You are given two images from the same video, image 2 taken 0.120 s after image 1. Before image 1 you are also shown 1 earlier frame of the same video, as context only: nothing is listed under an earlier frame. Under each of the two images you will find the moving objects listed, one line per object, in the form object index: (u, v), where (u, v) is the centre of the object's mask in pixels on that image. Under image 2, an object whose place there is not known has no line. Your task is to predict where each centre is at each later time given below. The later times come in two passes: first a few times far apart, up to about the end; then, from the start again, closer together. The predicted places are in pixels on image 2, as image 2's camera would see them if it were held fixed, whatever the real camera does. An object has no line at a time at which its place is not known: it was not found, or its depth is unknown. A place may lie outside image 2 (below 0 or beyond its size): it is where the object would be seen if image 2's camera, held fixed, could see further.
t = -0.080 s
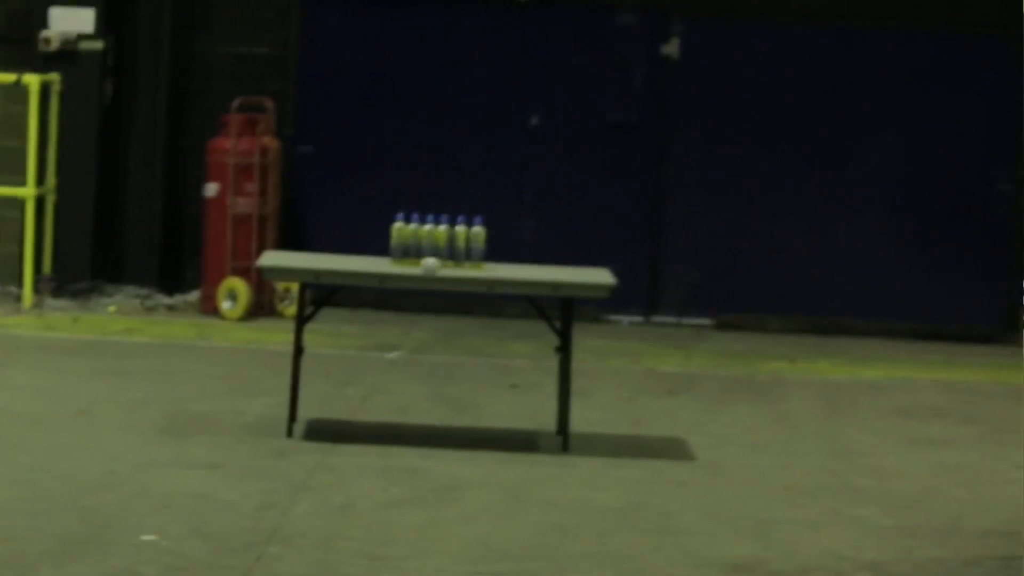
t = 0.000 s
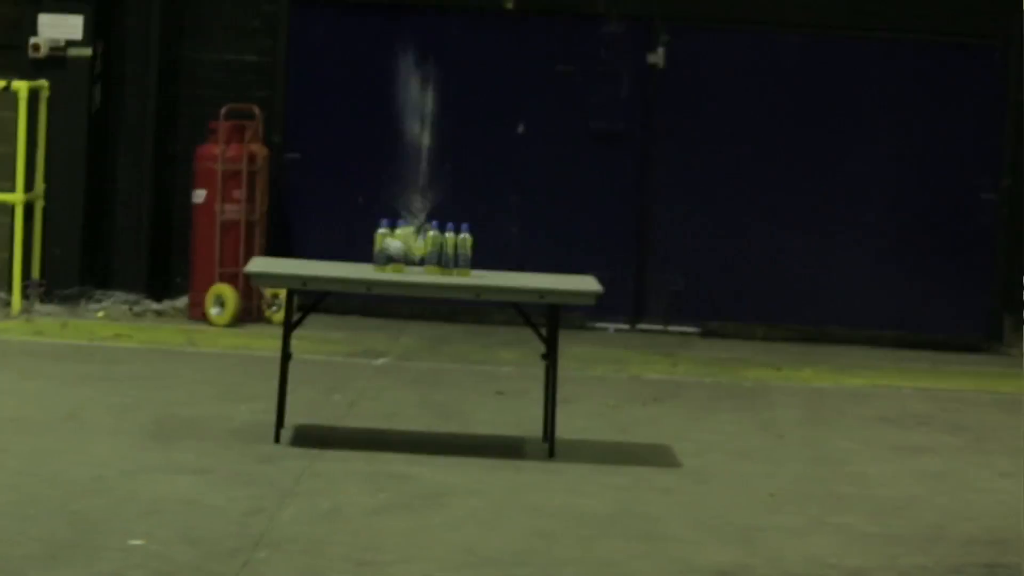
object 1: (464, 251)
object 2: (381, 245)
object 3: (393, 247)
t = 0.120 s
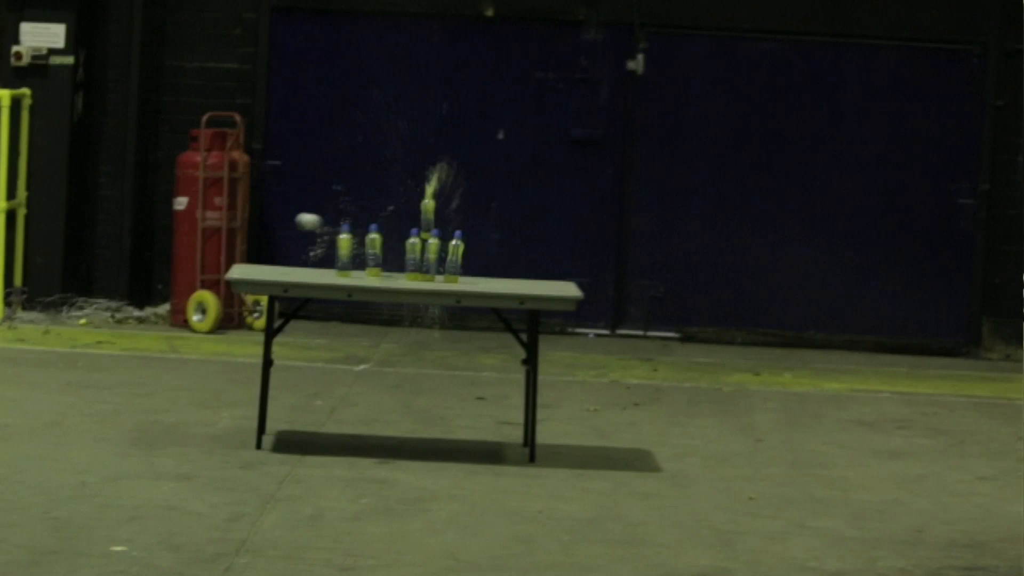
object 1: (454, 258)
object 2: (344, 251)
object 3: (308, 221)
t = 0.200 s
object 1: (459, 258)
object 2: (334, 251)
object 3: (261, 217)
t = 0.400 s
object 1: (472, 266)
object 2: (319, 250)
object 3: (134, 279)
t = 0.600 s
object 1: (474, 274)
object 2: (304, 257)
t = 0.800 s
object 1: (476, 276)
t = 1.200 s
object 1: (477, 276)
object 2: (298, 265)
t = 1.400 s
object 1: (477, 277)
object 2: (299, 265)
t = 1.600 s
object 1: (477, 277)
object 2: (298, 265)
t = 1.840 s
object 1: (476, 277)
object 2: (298, 265)
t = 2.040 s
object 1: (477, 277)
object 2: (298, 265)
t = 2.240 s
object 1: (476, 277)
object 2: (298, 265)
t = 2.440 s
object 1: (476, 276)
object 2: (298, 265)
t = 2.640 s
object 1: (476, 277)
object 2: (297, 265)
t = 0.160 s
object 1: (457, 258)
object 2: (339, 252)
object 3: (285, 218)
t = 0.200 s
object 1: (459, 258)
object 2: (334, 251)
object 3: (261, 217)
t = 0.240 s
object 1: (461, 258)
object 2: (330, 250)
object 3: (238, 222)
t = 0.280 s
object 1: (463, 259)
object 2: (327, 250)
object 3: (212, 230)
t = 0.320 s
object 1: (466, 260)
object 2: (324, 250)
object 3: (186, 242)
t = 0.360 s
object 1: (468, 262)
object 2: (321, 249)
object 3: (160, 258)
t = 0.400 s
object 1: (472, 266)
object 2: (319, 250)
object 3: (134, 279)
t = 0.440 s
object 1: (475, 272)
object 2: (317, 249)
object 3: (108, 301)
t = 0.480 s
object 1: (473, 274)
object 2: (315, 250)
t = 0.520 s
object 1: (474, 271)
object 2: (312, 250)
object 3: (50, 361)
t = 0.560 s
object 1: (474, 272)
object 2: (308, 252)
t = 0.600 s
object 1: (474, 274)
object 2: (304, 257)
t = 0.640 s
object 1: (474, 274)
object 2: (301, 264)
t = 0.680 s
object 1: (474, 274)
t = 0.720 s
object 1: (475, 275)
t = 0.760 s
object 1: (475, 275)
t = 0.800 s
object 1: (476, 276)
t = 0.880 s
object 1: (476, 276)
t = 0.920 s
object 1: (476, 276)
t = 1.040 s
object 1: (477, 276)
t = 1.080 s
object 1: (477, 276)
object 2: (299, 265)
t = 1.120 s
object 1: (477, 276)
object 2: (299, 265)
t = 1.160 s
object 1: (477, 276)
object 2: (299, 265)
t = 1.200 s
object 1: (477, 276)
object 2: (298, 265)
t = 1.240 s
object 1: (477, 276)
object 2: (299, 265)
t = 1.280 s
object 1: (477, 276)
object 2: (299, 265)
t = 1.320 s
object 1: (477, 277)
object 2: (299, 265)
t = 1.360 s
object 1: (477, 277)
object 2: (299, 265)
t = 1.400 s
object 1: (477, 277)
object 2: (299, 265)
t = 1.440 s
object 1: (477, 277)
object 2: (299, 265)
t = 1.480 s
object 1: (477, 277)
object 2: (299, 265)
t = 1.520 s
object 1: (477, 277)
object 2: (298, 265)
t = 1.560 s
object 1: (477, 277)
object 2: (299, 265)
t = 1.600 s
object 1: (477, 277)
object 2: (298, 265)
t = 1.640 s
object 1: (477, 277)
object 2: (298, 265)
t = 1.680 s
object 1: (477, 277)
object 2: (298, 265)
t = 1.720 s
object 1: (476, 277)
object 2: (298, 265)
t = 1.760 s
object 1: (476, 277)
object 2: (298, 265)
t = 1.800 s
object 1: (476, 277)
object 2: (298, 265)
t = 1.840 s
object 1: (476, 277)
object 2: (298, 265)
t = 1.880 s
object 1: (476, 277)
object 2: (298, 265)
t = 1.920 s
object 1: (476, 277)
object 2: (298, 265)
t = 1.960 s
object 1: (476, 277)
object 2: (298, 265)
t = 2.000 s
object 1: (477, 277)
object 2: (298, 265)
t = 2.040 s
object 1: (477, 277)
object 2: (298, 265)
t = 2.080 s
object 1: (476, 277)
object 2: (298, 265)
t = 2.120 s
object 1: (477, 277)
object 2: (298, 265)
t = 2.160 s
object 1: (476, 277)
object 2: (298, 265)
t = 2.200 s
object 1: (476, 276)
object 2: (298, 265)
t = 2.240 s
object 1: (476, 277)
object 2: (298, 265)
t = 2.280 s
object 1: (476, 276)
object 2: (298, 265)
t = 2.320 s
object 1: (476, 276)
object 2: (298, 265)
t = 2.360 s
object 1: (476, 276)
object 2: (298, 265)
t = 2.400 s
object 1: (476, 276)
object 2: (298, 265)
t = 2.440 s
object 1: (476, 276)
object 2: (298, 265)
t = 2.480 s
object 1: (476, 277)
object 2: (298, 265)
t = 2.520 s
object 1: (476, 277)
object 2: (298, 265)
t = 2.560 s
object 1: (476, 277)
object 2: (298, 265)
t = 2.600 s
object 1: (476, 277)
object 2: (298, 265)
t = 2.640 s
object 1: (476, 277)
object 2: (297, 265)
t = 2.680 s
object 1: (476, 277)
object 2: (297, 265)
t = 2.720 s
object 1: (476, 277)
